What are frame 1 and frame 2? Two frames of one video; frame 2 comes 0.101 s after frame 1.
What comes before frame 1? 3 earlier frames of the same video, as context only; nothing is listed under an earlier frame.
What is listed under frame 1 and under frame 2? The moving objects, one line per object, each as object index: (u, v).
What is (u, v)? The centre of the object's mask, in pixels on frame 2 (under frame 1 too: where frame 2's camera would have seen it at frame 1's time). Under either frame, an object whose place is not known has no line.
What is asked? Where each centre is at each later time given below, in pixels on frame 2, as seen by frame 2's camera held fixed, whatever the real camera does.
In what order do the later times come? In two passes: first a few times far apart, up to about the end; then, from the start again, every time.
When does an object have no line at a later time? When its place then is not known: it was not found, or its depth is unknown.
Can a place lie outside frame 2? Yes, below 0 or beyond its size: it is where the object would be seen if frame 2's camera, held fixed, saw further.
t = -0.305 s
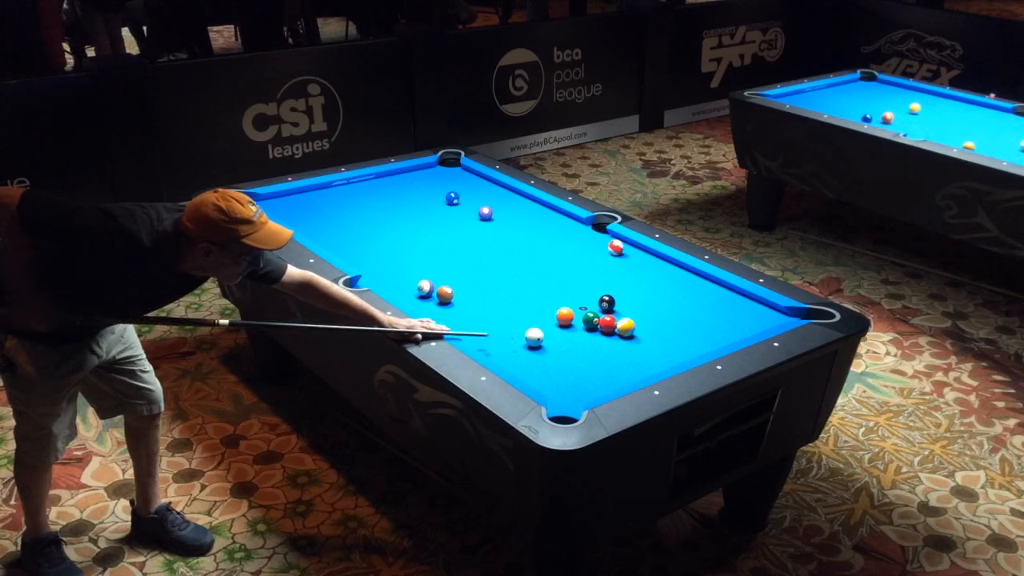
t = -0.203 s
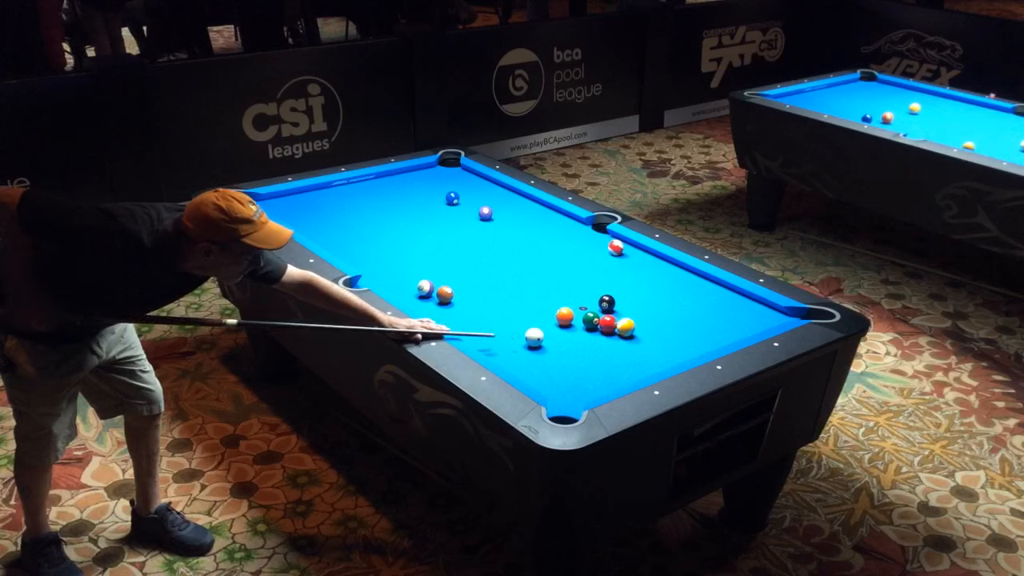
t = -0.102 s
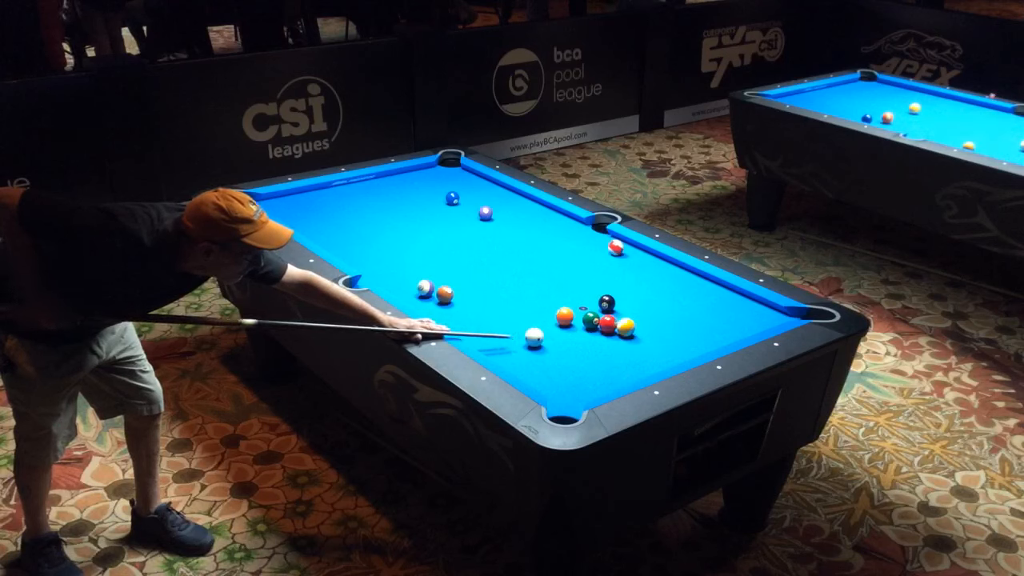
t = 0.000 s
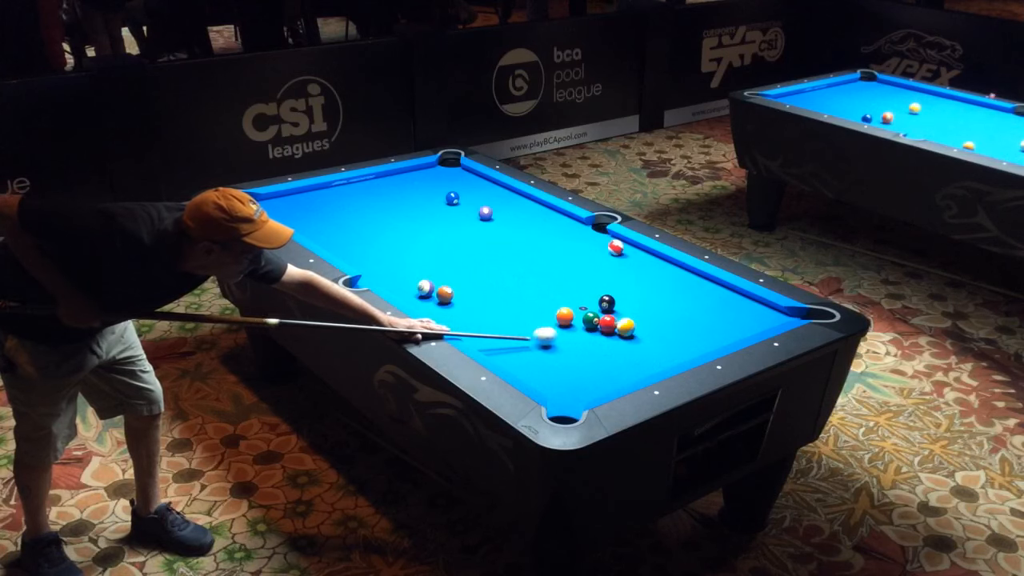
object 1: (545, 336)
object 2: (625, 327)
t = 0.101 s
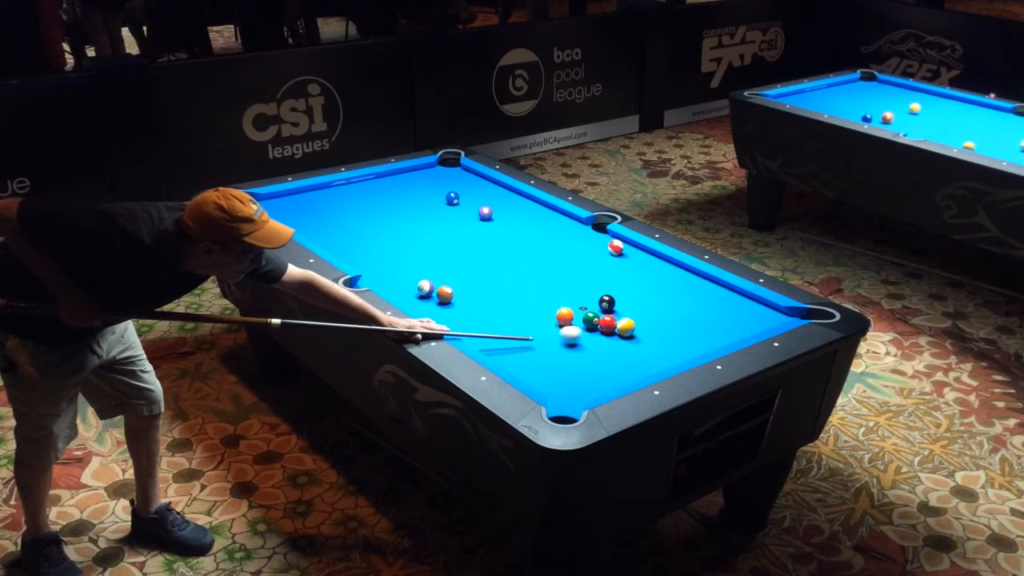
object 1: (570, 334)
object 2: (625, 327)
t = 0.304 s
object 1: (609, 332)
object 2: (626, 327)
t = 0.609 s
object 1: (640, 339)
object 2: (647, 319)
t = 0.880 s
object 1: (665, 345)
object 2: (665, 312)
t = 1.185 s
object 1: (695, 349)
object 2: (684, 305)
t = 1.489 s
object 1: (694, 346)
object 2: (701, 299)
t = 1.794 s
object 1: (690, 341)
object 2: (715, 294)
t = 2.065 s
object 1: (688, 337)
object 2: (727, 289)
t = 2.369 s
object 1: (685, 333)
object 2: (723, 291)
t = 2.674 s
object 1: (683, 330)
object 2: (717, 293)
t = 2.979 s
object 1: (682, 328)
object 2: (714, 295)
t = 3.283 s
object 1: (681, 327)
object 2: (711, 297)
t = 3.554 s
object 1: (680, 327)
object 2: (709, 298)
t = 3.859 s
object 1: (680, 327)
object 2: (708, 299)
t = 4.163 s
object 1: (680, 327)
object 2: (708, 299)
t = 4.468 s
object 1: (680, 327)
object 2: (709, 299)
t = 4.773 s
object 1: (680, 327)
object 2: (708, 299)
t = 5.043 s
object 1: (680, 327)
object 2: (709, 298)
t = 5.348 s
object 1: (680, 327)
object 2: (709, 298)
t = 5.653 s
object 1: (681, 327)
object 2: (708, 299)
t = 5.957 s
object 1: (680, 327)
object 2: (708, 298)
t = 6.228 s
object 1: (681, 327)
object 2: (708, 298)
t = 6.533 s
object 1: (681, 327)
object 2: (708, 298)
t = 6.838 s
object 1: (681, 327)
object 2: (709, 298)
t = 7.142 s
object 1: (680, 327)
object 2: (708, 298)
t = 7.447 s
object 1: (680, 327)
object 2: (708, 298)
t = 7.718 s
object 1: (681, 327)
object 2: (709, 298)
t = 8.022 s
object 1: (681, 327)
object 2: (708, 298)
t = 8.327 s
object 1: (680, 327)
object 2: (708, 298)
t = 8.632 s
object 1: (680, 327)
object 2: (708, 298)
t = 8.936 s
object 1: (681, 327)
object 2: (708, 298)
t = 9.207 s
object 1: (680, 327)
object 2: (708, 299)
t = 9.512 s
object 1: (681, 327)
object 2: (708, 298)
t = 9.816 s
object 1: (680, 327)
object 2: (709, 298)
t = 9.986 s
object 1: (680, 327)
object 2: (709, 298)
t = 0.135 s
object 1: (577, 334)
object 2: (625, 327)
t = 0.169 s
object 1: (583, 334)
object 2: (625, 327)
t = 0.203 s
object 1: (590, 333)
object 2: (625, 327)
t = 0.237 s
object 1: (596, 333)
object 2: (625, 327)
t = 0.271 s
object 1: (603, 333)
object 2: (625, 327)
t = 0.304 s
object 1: (609, 332)
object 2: (626, 327)
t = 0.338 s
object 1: (614, 333)
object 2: (628, 326)
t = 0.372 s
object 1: (617, 334)
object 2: (631, 324)
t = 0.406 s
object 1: (620, 335)
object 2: (633, 323)
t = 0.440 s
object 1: (624, 335)
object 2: (636, 322)
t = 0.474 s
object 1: (627, 336)
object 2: (638, 322)
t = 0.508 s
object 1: (630, 336)
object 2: (640, 321)
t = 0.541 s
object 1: (634, 337)
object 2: (642, 320)
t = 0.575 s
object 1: (637, 338)
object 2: (644, 320)
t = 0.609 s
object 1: (640, 339)
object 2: (647, 319)
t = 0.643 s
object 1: (643, 339)
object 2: (649, 318)
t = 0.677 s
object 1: (646, 340)
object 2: (651, 317)
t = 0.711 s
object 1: (649, 341)
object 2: (654, 316)
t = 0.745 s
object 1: (653, 341)
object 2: (656, 315)
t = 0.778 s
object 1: (656, 342)
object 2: (658, 314)
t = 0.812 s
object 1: (659, 343)
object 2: (660, 314)
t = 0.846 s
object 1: (662, 344)
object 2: (663, 313)
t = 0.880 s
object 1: (665, 345)
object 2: (665, 312)
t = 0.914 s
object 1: (668, 345)
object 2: (667, 311)
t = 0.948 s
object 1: (671, 346)
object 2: (669, 310)
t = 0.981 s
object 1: (674, 347)
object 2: (671, 310)
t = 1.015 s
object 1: (678, 347)
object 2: (673, 309)
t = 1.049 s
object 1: (680, 348)
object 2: (675, 308)
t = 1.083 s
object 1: (686, 349)
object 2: (679, 307)
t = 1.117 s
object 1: (689, 350)
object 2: (681, 306)
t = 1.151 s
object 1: (691, 350)
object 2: (682, 306)
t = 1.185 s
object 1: (695, 349)
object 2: (684, 305)
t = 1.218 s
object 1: (697, 349)
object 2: (686, 304)
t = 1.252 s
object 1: (696, 348)
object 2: (688, 303)
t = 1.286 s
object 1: (696, 348)
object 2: (690, 303)
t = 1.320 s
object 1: (696, 348)
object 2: (692, 302)
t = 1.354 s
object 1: (695, 348)
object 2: (694, 301)
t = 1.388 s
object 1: (695, 348)
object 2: (695, 301)
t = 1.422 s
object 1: (694, 347)
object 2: (697, 300)
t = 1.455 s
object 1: (694, 347)
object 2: (699, 299)
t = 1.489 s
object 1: (694, 346)
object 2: (701, 299)
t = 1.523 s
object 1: (693, 346)
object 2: (702, 298)
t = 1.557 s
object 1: (693, 345)
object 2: (704, 298)
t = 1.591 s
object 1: (692, 345)
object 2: (706, 297)
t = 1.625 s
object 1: (692, 344)
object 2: (707, 296)
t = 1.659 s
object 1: (691, 343)
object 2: (709, 296)
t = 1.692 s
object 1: (691, 342)
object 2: (710, 295)
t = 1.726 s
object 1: (691, 342)
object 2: (712, 294)
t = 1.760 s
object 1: (691, 341)
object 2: (714, 294)
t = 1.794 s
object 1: (690, 341)
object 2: (715, 294)
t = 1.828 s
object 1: (690, 340)
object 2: (717, 293)
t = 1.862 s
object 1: (689, 340)
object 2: (718, 293)
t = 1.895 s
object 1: (689, 339)
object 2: (720, 292)
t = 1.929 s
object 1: (689, 338)
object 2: (721, 291)
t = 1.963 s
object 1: (688, 338)
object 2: (723, 291)
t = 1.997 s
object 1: (688, 338)
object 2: (724, 290)
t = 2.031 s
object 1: (688, 337)
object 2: (726, 290)
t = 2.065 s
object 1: (688, 337)
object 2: (727, 289)
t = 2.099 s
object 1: (687, 336)
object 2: (728, 289)
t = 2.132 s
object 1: (687, 336)
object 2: (728, 289)
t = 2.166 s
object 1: (687, 335)
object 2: (728, 289)
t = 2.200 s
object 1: (686, 335)
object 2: (727, 290)
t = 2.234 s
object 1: (686, 334)
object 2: (726, 290)
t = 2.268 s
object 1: (686, 334)
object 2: (725, 290)
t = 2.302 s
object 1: (686, 334)
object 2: (725, 290)
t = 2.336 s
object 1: (685, 333)
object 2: (724, 291)
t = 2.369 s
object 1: (685, 333)
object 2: (723, 291)
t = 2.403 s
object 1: (685, 333)
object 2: (722, 291)
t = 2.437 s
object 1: (684, 332)
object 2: (721, 291)
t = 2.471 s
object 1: (684, 332)
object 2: (721, 292)
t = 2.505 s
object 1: (684, 331)
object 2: (720, 292)
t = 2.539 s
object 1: (684, 331)
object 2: (720, 292)
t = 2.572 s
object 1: (683, 331)
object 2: (719, 292)
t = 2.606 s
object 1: (683, 331)
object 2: (718, 292)
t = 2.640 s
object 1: (683, 331)
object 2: (718, 293)
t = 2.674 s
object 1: (683, 330)
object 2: (717, 293)
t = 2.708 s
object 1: (683, 330)
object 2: (717, 293)
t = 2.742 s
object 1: (683, 330)
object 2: (716, 294)
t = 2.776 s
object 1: (683, 329)
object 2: (716, 294)
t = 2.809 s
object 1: (682, 329)
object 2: (715, 294)
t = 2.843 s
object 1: (682, 329)
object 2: (715, 294)
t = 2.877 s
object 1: (682, 329)
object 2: (714, 295)
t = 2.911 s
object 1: (682, 329)
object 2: (714, 295)
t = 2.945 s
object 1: (682, 328)
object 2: (714, 295)
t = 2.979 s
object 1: (682, 328)
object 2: (714, 295)
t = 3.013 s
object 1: (682, 328)
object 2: (713, 295)
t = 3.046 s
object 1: (682, 328)
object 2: (713, 296)
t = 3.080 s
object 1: (681, 328)
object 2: (712, 296)
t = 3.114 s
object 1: (681, 328)
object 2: (712, 296)
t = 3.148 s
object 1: (681, 327)
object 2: (712, 296)
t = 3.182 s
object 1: (681, 327)
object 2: (712, 296)
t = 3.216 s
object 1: (681, 327)
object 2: (711, 297)
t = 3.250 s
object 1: (681, 327)
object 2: (711, 297)
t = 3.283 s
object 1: (681, 327)
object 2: (711, 297)
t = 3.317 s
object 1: (681, 327)
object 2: (711, 297)
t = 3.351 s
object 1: (680, 327)
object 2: (710, 297)
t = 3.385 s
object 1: (680, 327)
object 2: (710, 298)
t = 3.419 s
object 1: (680, 327)
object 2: (710, 298)
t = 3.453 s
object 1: (680, 327)
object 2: (710, 298)
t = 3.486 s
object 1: (680, 327)
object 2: (709, 298)
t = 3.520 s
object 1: (680, 327)
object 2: (709, 298)
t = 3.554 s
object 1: (680, 327)
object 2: (709, 298)
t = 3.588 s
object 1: (680, 327)
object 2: (709, 298)
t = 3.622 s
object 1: (680, 327)
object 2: (709, 298)
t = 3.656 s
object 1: (680, 327)
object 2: (709, 298)
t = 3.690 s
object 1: (680, 327)
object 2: (709, 298)
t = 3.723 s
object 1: (680, 327)
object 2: (709, 298)
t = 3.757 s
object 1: (680, 327)
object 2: (709, 298)
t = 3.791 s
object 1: (680, 327)
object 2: (709, 298)
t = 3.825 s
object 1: (680, 327)
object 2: (709, 298)
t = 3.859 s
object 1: (680, 327)
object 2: (708, 299)
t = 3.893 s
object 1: (680, 327)
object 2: (708, 298)
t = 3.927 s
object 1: (680, 327)
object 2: (708, 298)
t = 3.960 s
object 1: (680, 327)
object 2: (708, 299)
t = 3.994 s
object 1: (680, 327)
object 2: (708, 299)
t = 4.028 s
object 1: (680, 327)
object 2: (708, 299)
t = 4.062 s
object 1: (680, 327)
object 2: (708, 298)
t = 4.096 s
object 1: (680, 327)
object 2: (708, 298)
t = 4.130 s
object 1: (680, 327)
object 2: (708, 298)
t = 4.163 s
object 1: (680, 327)
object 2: (708, 299)
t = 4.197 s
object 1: (680, 327)
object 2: (708, 299)
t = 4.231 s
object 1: (680, 327)
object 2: (708, 299)
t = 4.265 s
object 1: (680, 327)
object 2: (709, 299)
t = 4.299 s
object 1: (680, 327)
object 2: (709, 299)
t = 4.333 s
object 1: (680, 327)
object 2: (708, 299)
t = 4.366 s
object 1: (680, 327)
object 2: (708, 299)
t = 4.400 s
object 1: (680, 327)
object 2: (709, 299)
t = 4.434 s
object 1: (680, 327)
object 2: (709, 299)
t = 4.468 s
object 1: (680, 327)
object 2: (709, 299)
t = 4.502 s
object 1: (680, 327)
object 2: (708, 299)
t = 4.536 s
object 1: (680, 327)
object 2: (708, 299)
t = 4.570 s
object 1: (680, 327)
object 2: (708, 299)
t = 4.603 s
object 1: (680, 327)
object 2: (709, 299)
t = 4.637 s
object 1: (680, 327)
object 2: (708, 299)
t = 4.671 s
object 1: (680, 327)
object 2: (708, 299)
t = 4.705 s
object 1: (680, 327)
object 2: (709, 299)
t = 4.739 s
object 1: (680, 327)
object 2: (709, 299)
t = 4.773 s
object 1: (680, 327)
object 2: (708, 299)
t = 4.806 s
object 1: (680, 327)
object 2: (709, 299)
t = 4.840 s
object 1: (680, 327)
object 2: (709, 299)
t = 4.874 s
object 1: (680, 327)
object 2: (709, 298)
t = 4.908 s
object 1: (680, 327)
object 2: (709, 299)
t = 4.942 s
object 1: (680, 327)
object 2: (709, 298)
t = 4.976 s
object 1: (680, 327)
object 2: (709, 298)
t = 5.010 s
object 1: (680, 327)
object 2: (709, 298)
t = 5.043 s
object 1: (680, 327)
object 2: (709, 298)
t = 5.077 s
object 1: (680, 327)
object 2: (709, 298)
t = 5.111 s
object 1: (680, 327)
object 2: (709, 299)
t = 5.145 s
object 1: (680, 327)
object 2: (709, 299)
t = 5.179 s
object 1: (680, 327)
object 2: (709, 298)
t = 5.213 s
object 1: (680, 327)
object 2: (709, 298)
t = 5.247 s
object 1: (680, 327)
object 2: (709, 298)
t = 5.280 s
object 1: (680, 327)
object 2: (709, 298)
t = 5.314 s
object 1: (680, 327)
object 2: (708, 299)
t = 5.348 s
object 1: (680, 327)
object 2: (709, 298)
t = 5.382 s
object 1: (680, 327)
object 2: (709, 298)
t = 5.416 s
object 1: (680, 327)
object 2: (709, 298)
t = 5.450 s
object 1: (680, 327)
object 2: (709, 298)
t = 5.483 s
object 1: (680, 327)
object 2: (708, 299)
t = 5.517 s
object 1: (681, 327)
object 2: (709, 299)
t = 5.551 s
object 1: (680, 327)
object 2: (709, 299)
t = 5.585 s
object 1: (681, 327)
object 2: (708, 299)
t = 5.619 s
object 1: (680, 327)
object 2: (708, 299)
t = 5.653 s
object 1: (681, 327)
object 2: (708, 299)
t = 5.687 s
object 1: (681, 327)
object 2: (709, 299)
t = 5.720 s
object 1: (681, 327)
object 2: (709, 299)
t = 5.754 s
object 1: (681, 327)
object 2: (709, 299)
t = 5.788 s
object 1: (681, 327)
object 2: (708, 299)
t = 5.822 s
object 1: (681, 327)
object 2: (708, 299)
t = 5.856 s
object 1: (680, 327)
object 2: (709, 298)
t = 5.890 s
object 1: (681, 327)
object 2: (709, 298)
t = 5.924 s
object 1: (681, 327)
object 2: (709, 298)
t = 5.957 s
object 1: (680, 327)
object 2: (708, 298)
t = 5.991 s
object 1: (681, 327)
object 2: (709, 298)
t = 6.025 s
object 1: (681, 327)
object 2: (709, 298)
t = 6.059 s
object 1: (681, 327)
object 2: (709, 298)
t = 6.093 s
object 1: (681, 327)
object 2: (709, 298)
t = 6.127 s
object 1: (681, 327)
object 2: (708, 298)
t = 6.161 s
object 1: (681, 327)
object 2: (708, 298)
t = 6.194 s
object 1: (681, 327)
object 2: (708, 298)
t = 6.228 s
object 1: (681, 327)
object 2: (708, 298)
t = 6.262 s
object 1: (681, 327)
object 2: (709, 298)
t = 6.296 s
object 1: (681, 327)
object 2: (708, 298)
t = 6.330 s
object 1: (681, 327)
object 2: (708, 298)
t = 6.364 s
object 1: (681, 327)
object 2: (708, 298)
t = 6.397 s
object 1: (681, 327)
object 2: (708, 298)
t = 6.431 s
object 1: (681, 327)
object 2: (708, 298)
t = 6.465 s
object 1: (681, 327)
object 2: (709, 298)
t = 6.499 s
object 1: (681, 327)
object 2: (709, 298)
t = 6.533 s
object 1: (681, 327)
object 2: (708, 298)
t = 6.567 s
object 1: (681, 327)
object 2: (708, 298)
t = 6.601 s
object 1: (681, 327)
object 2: (708, 298)
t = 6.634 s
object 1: (681, 327)
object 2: (709, 298)
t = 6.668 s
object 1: (681, 327)
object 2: (709, 298)
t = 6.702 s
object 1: (681, 327)
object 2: (709, 298)
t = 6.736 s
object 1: (681, 327)
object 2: (709, 298)
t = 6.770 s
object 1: (681, 327)
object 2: (708, 298)
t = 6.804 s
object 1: (681, 327)
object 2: (709, 298)
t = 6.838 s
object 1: (681, 327)
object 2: (709, 298)
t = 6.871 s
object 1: (681, 327)
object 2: (709, 298)
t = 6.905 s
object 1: (681, 327)
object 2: (709, 298)
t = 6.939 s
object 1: (680, 327)
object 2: (708, 298)
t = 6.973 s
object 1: (680, 327)
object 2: (708, 298)
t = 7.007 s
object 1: (680, 327)
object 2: (708, 298)
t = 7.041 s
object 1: (681, 327)
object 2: (709, 298)
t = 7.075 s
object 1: (680, 327)
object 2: (708, 298)
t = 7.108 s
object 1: (680, 327)
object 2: (708, 298)
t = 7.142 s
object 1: (680, 327)
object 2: (708, 298)
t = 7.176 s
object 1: (681, 327)
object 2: (708, 298)
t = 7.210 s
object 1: (680, 327)
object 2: (708, 298)
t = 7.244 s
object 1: (680, 327)
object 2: (708, 298)
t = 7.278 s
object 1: (680, 327)
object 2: (708, 298)
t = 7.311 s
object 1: (680, 327)
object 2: (708, 298)
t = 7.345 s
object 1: (681, 327)
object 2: (708, 298)
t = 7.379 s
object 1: (681, 327)
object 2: (708, 298)
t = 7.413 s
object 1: (681, 327)
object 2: (708, 298)
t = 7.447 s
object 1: (680, 327)
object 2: (708, 298)
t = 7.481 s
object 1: (680, 327)
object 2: (708, 298)
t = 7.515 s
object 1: (681, 327)
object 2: (708, 298)
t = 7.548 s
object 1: (681, 327)
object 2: (708, 298)
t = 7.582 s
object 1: (681, 327)
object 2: (708, 298)
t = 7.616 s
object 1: (680, 327)
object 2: (708, 298)
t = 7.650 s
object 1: (680, 327)
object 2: (708, 298)
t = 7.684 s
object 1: (681, 327)
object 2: (709, 298)
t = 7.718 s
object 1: (681, 327)
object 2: (709, 298)
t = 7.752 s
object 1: (680, 327)
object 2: (708, 299)
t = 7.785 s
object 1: (681, 327)
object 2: (709, 299)
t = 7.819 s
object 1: (681, 327)
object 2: (709, 298)
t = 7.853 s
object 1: (681, 327)
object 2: (709, 298)
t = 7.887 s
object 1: (681, 327)
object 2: (709, 298)
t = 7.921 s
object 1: (680, 327)
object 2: (708, 299)
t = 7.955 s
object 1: (680, 327)
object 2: (708, 299)
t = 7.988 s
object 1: (680, 327)
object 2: (708, 298)
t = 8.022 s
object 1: (681, 327)
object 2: (708, 298)
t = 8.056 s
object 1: (681, 327)
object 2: (708, 298)
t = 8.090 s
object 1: (681, 327)
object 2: (708, 298)
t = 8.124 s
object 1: (680, 327)
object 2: (708, 298)
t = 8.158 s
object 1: (680, 327)
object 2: (708, 298)
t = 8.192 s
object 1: (681, 327)
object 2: (708, 298)
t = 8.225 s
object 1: (681, 327)
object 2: (708, 298)
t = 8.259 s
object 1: (680, 327)
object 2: (708, 298)
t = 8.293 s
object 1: (680, 327)
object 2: (708, 298)
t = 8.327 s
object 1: (680, 327)
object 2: (708, 298)
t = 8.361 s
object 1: (680, 327)
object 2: (708, 298)
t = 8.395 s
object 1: (681, 327)
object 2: (708, 298)
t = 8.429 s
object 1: (681, 327)
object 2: (708, 298)
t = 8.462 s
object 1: (681, 327)
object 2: (708, 298)
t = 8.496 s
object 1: (681, 327)
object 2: (708, 298)
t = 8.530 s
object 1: (680, 327)
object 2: (708, 298)
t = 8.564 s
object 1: (681, 327)
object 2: (708, 298)
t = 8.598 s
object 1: (681, 327)
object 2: (708, 298)
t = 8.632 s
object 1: (680, 327)
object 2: (708, 298)
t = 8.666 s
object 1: (681, 327)
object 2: (708, 298)
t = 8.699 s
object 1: (681, 327)
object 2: (708, 298)
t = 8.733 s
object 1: (680, 327)
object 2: (708, 298)
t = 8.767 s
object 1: (681, 327)
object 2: (708, 298)
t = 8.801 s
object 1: (680, 327)
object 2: (708, 299)
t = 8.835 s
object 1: (681, 327)
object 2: (708, 298)
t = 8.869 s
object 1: (681, 327)
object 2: (708, 298)
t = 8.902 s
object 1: (681, 327)
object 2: (708, 298)
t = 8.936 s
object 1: (681, 327)
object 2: (708, 298)
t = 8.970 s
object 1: (680, 327)
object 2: (708, 299)
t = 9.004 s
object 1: (680, 327)
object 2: (708, 298)
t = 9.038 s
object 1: (680, 327)
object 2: (708, 298)
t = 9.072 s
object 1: (680, 327)
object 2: (708, 298)
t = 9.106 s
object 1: (681, 327)
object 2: (708, 298)
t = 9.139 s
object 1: (681, 327)
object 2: (709, 298)
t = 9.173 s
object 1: (680, 327)
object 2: (708, 298)
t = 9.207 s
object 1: (680, 327)
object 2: (708, 299)
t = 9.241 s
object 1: (681, 327)
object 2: (708, 298)
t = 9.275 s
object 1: (681, 327)
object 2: (708, 299)
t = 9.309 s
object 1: (681, 327)
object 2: (708, 298)
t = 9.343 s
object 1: (681, 327)
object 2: (709, 298)
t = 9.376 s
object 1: (680, 327)
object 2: (708, 298)
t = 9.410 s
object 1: (681, 327)
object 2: (708, 299)
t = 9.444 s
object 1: (681, 327)
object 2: (709, 298)
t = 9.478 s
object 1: (680, 327)
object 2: (708, 299)
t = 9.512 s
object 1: (681, 327)
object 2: (708, 298)
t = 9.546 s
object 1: (680, 327)
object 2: (708, 298)
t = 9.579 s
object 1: (681, 327)
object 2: (708, 298)
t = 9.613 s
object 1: (681, 327)
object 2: (708, 298)
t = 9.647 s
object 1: (680, 327)
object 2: (709, 299)
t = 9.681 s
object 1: (680, 327)
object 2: (709, 299)
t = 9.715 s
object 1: (680, 327)
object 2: (709, 298)
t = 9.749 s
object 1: (680, 327)
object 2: (709, 298)
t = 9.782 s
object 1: (680, 327)
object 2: (709, 298)
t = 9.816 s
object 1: (680, 327)
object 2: (709, 298)
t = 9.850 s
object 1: (680, 327)
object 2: (709, 298)
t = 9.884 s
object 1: (680, 327)
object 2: (709, 298)
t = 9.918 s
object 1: (680, 327)
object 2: (709, 298)
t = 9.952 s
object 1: (680, 327)
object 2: (709, 298)
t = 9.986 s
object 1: (680, 327)
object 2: (709, 298)
